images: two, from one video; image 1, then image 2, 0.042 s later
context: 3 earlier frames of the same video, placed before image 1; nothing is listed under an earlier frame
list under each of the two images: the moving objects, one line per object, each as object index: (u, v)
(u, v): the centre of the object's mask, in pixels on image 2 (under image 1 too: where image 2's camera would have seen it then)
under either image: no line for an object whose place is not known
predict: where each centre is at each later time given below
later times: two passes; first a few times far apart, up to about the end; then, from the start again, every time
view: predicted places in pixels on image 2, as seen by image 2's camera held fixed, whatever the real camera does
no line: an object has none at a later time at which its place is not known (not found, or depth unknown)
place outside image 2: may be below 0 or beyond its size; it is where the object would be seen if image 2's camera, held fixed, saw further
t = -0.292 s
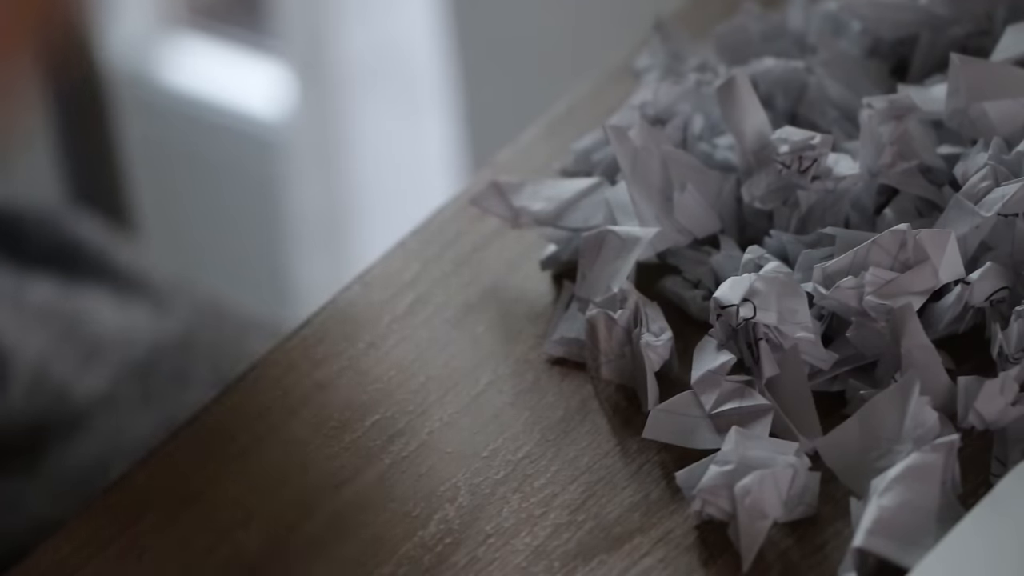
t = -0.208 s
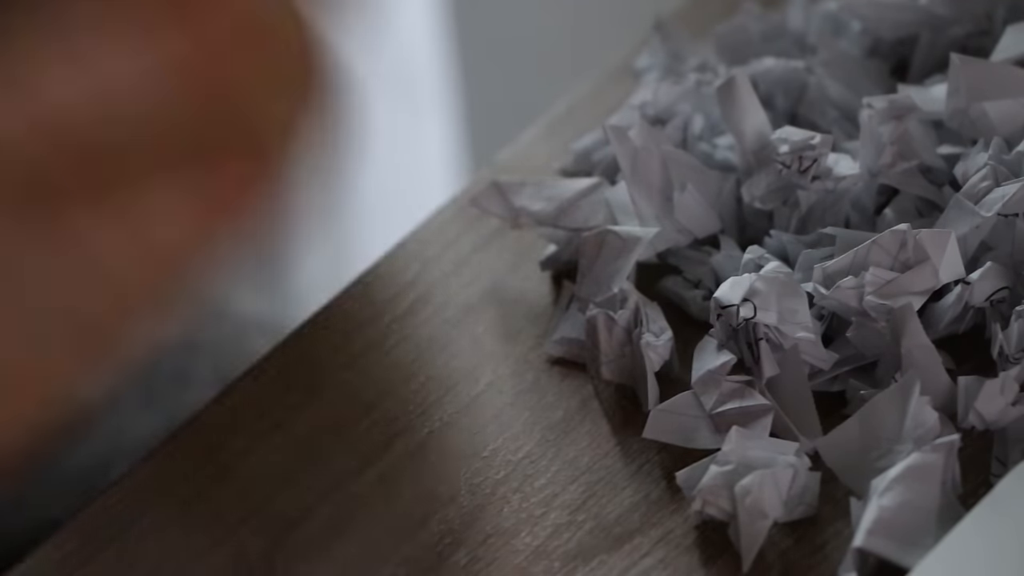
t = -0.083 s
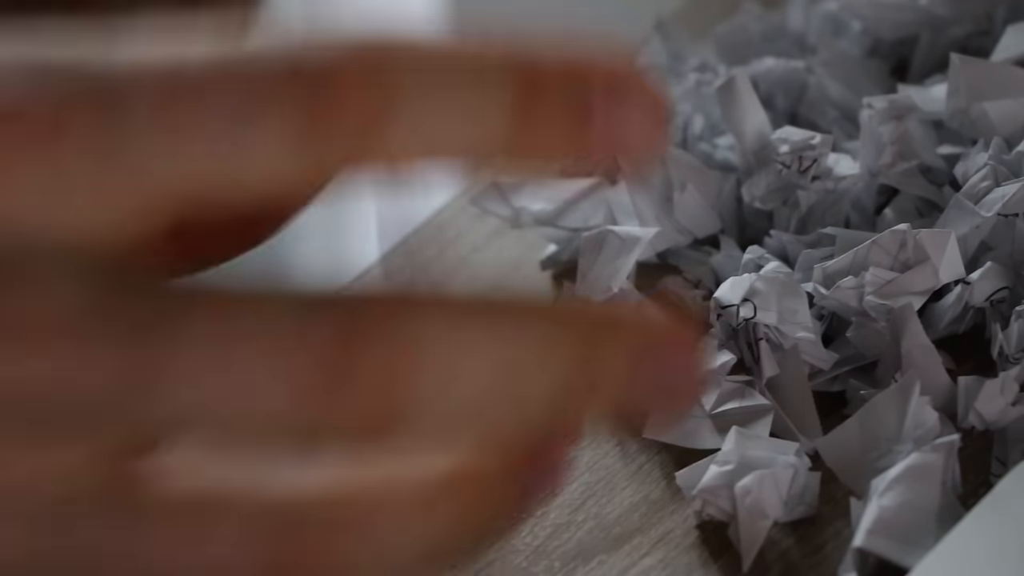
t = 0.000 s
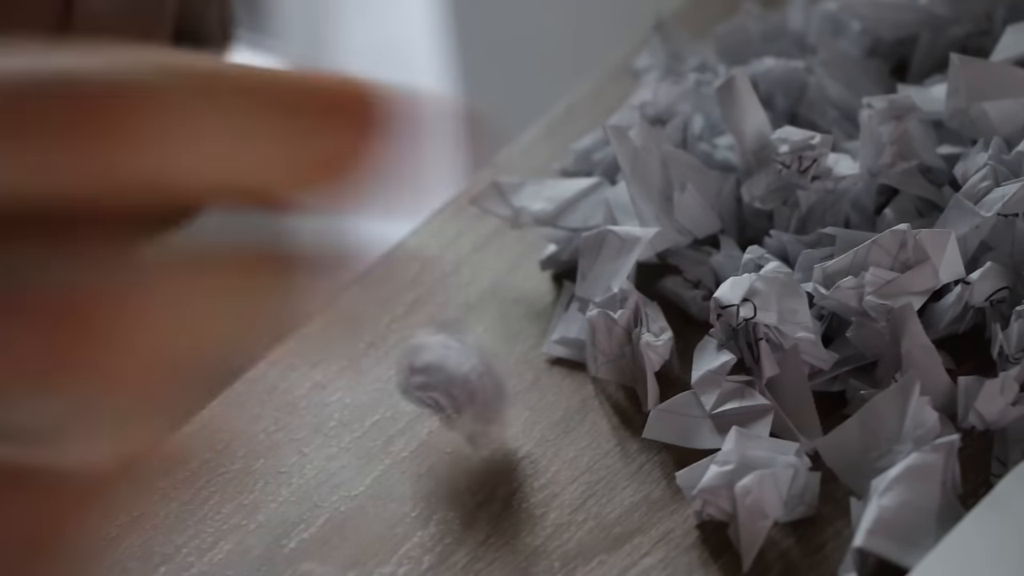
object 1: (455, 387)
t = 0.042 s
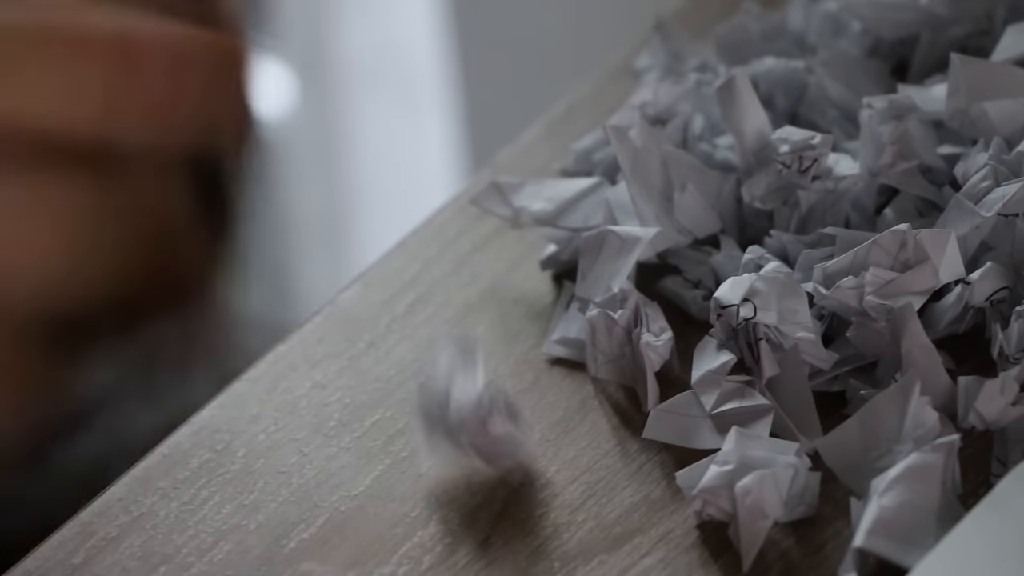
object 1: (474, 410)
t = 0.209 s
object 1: (469, 452)
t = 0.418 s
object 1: (466, 453)
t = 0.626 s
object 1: (465, 453)
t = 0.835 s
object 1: (465, 453)
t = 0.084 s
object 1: (474, 443)
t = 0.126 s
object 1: (471, 451)
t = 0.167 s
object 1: (472, 450)
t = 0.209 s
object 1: (469, 452)
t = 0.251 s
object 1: (466, 454)
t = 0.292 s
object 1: (466, 453)
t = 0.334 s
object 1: (466, 453)
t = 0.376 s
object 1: (465, 453)
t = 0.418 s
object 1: (466, 453)
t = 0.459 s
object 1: (466, 453)
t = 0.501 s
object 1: (465, 453)
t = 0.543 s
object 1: (465, 453)
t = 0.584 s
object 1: (465, 453)
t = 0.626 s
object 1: (465, 453)
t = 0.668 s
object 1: (465, 453)
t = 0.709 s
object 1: (465, 453)
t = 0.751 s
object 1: (465, 453)
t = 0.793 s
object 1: (465, 453)
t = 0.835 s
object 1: (465, 453)
